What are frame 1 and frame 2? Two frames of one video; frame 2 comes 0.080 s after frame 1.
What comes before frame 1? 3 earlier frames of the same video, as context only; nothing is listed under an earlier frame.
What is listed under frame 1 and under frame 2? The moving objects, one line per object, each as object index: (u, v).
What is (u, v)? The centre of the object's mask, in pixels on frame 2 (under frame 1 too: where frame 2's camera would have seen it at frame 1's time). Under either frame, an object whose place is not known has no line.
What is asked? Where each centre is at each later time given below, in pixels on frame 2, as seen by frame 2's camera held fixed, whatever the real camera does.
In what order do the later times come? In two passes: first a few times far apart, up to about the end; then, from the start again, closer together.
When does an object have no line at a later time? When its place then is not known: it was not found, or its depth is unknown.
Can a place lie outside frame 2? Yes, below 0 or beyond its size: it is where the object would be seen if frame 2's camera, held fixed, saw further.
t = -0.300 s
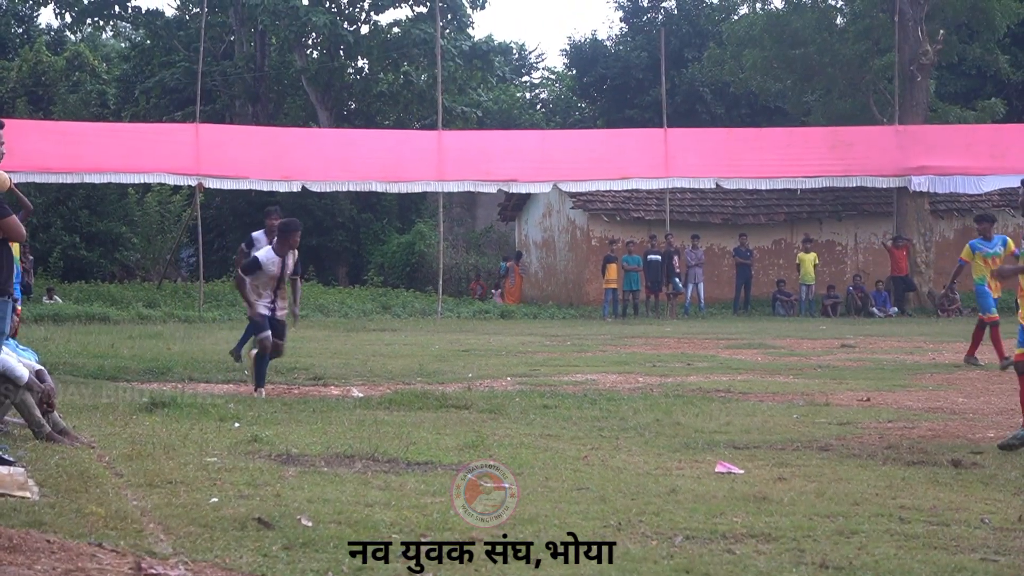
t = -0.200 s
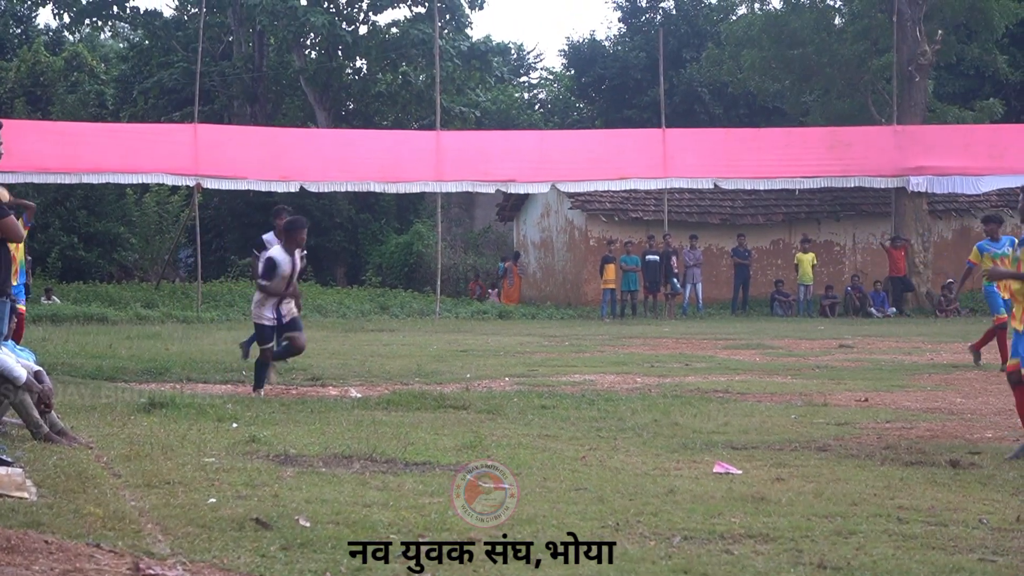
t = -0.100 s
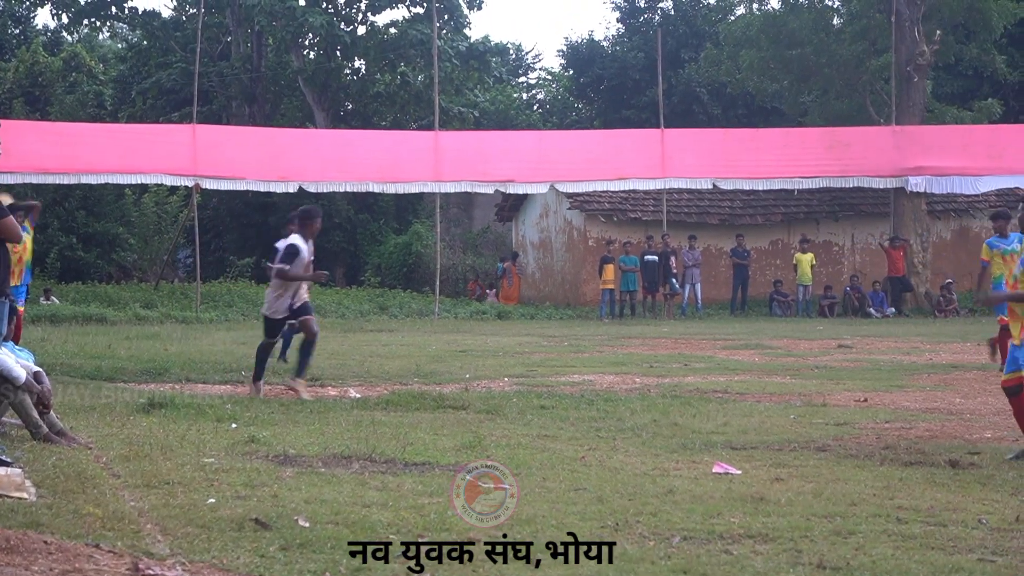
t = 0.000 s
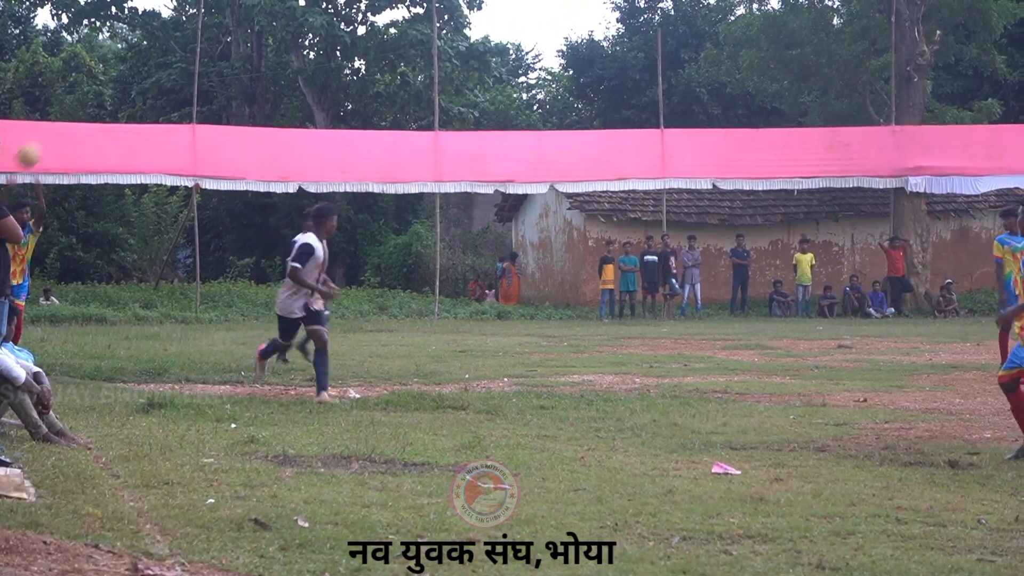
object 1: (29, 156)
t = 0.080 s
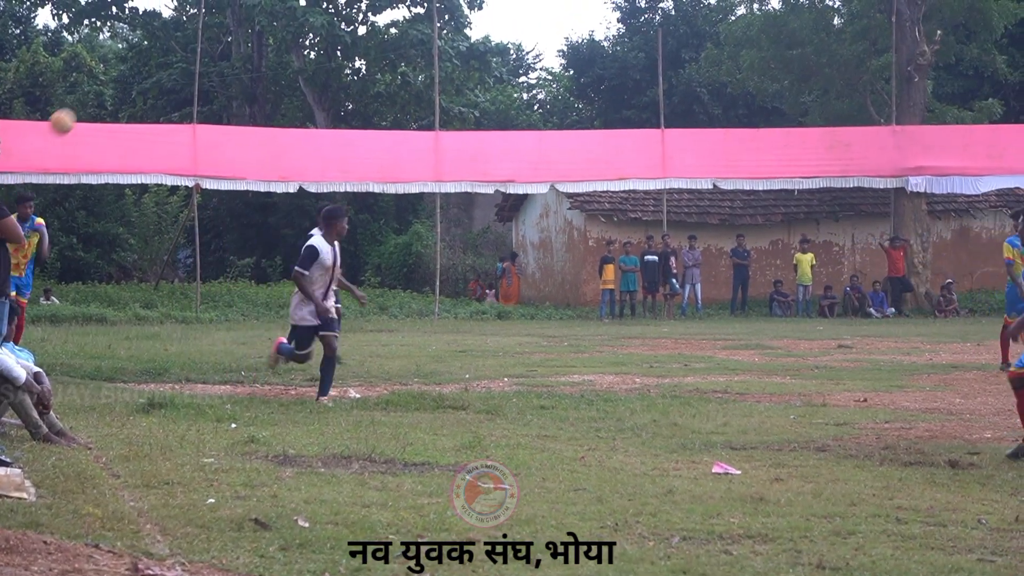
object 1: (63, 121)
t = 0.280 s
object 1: (154, 66)
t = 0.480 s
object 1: (256, 53)
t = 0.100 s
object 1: (71, 113)
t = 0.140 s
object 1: (89, 100)
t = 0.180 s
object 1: (106, 89)
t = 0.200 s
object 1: (116, 83)
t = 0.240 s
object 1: (135, 74)
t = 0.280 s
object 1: (154, 66)
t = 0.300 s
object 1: (164, 63)
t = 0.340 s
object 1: (183, 57)
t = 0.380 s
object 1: (204, 53)
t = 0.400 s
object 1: (214, 52)
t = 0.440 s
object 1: (234, 51)
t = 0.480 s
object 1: (256, 53)
